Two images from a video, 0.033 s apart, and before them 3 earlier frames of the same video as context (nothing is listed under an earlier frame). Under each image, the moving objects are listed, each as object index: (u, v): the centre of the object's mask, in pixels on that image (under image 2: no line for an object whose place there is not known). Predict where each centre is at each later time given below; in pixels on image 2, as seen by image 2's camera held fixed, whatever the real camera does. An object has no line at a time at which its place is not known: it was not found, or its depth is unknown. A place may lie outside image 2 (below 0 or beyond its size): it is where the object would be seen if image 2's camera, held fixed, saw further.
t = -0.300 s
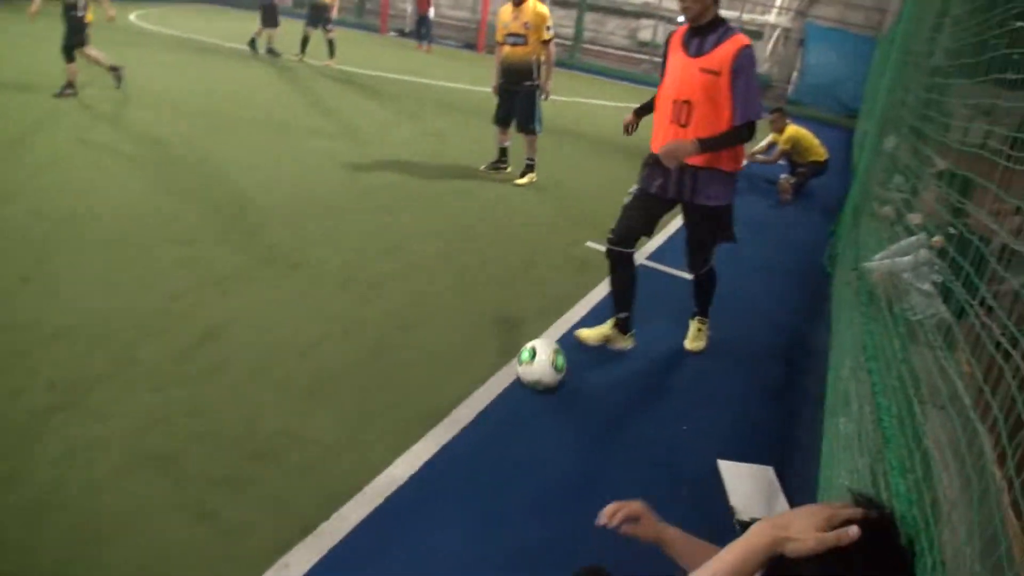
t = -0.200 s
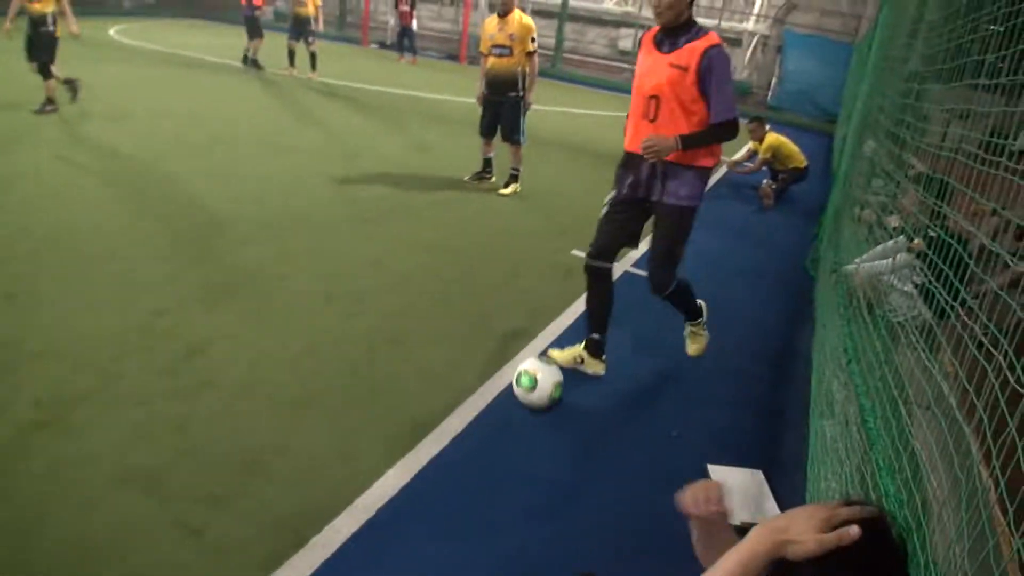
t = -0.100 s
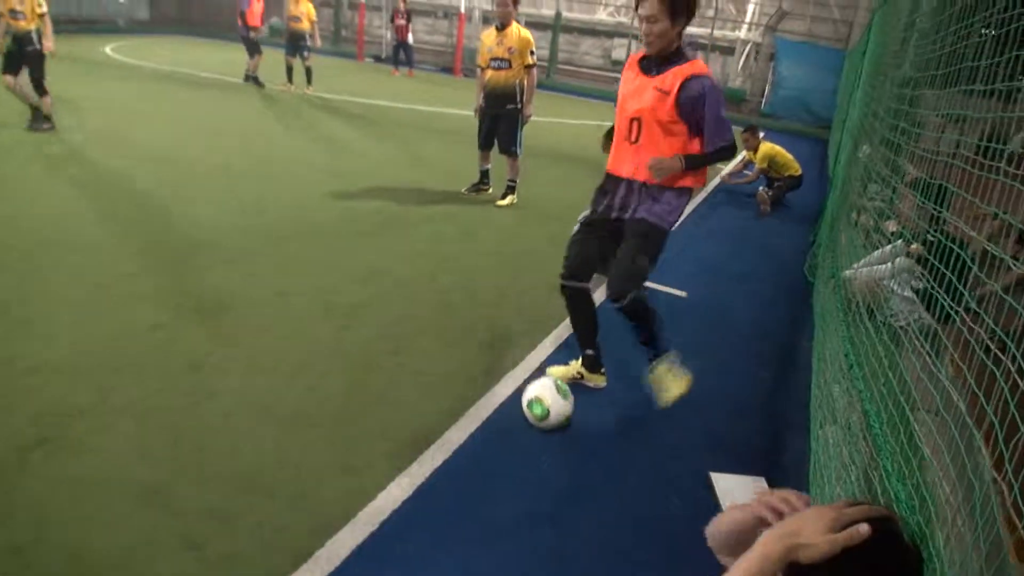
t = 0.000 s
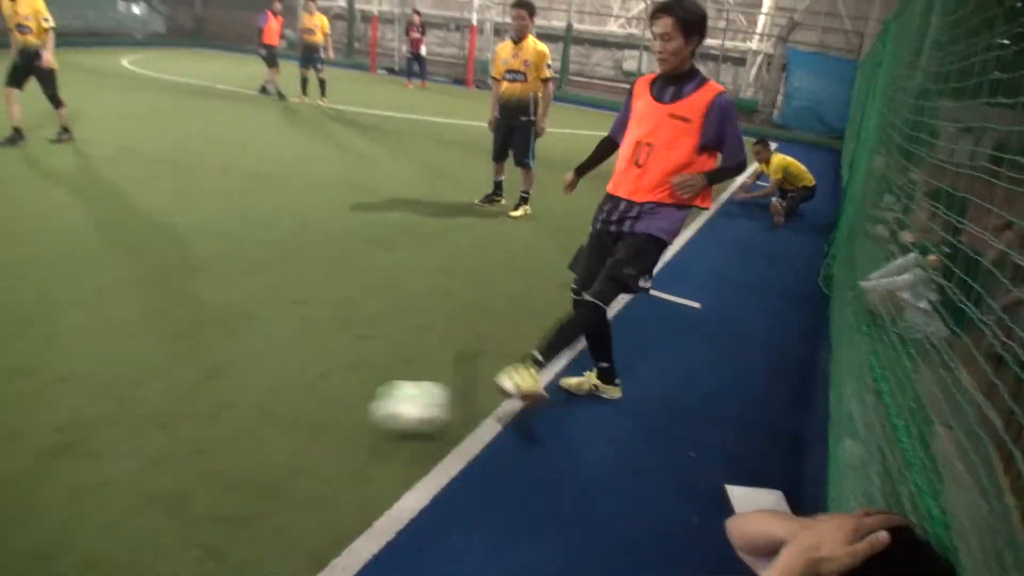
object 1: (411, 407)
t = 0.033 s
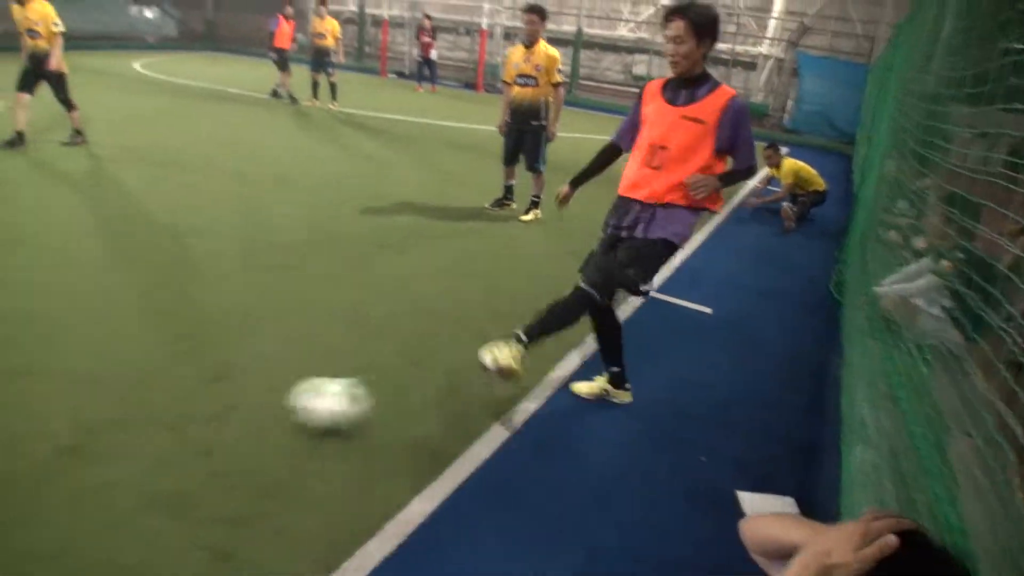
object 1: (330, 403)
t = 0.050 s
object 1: (278, 402)
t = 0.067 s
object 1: (232, 400)
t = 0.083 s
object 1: (186, 396)
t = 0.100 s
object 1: (141, 391)
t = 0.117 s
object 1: (96, 386)
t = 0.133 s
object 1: (52, 382)
